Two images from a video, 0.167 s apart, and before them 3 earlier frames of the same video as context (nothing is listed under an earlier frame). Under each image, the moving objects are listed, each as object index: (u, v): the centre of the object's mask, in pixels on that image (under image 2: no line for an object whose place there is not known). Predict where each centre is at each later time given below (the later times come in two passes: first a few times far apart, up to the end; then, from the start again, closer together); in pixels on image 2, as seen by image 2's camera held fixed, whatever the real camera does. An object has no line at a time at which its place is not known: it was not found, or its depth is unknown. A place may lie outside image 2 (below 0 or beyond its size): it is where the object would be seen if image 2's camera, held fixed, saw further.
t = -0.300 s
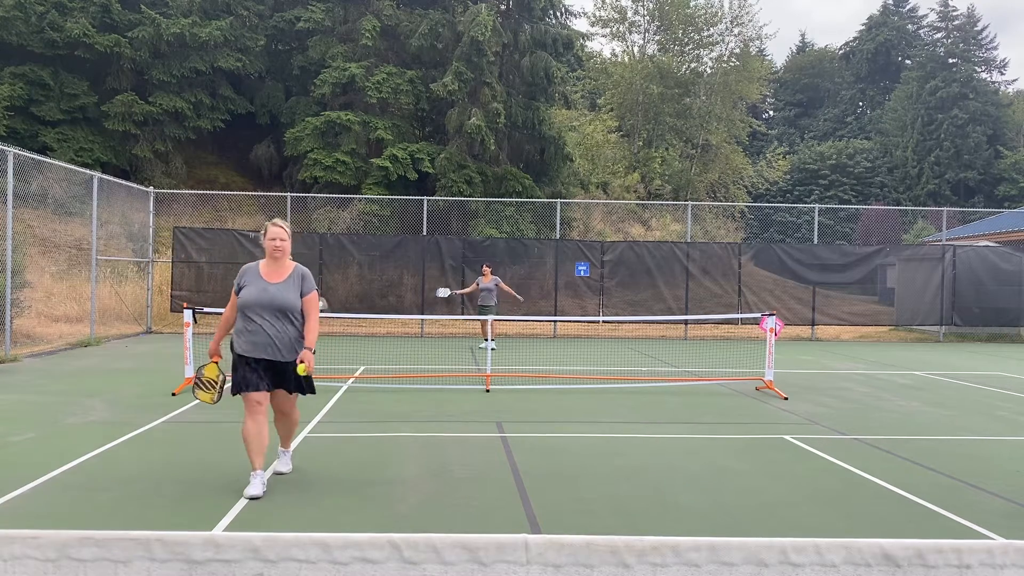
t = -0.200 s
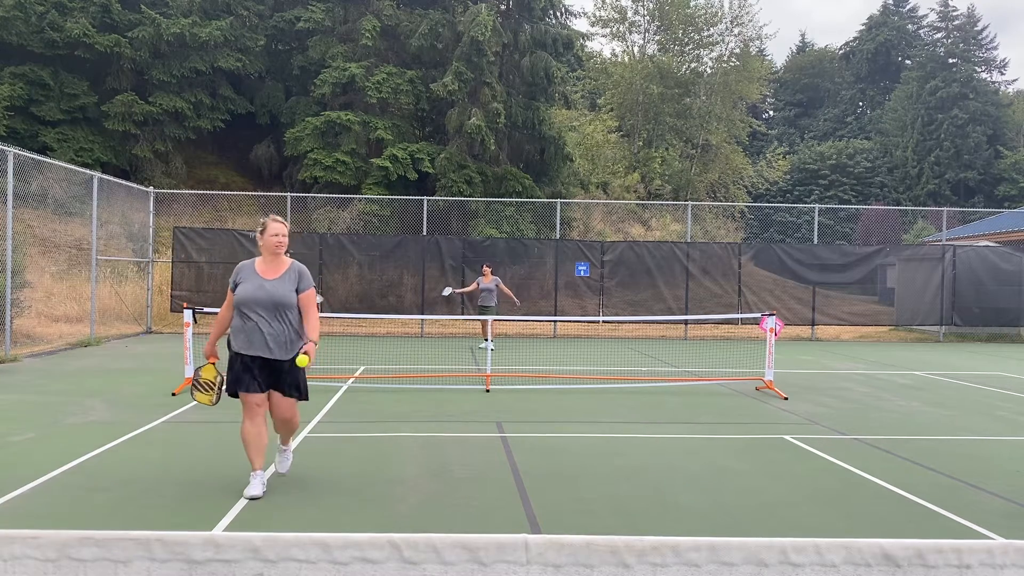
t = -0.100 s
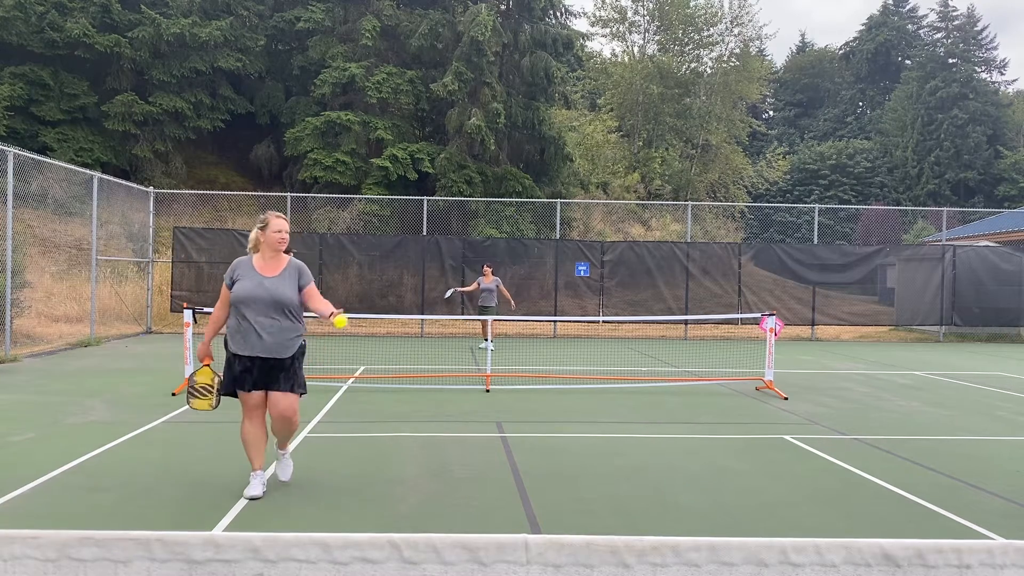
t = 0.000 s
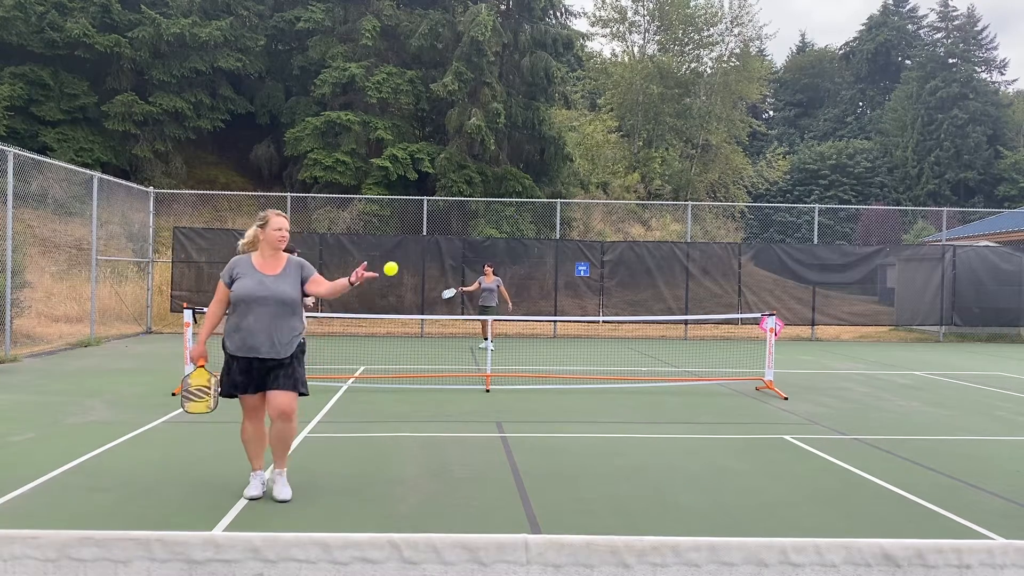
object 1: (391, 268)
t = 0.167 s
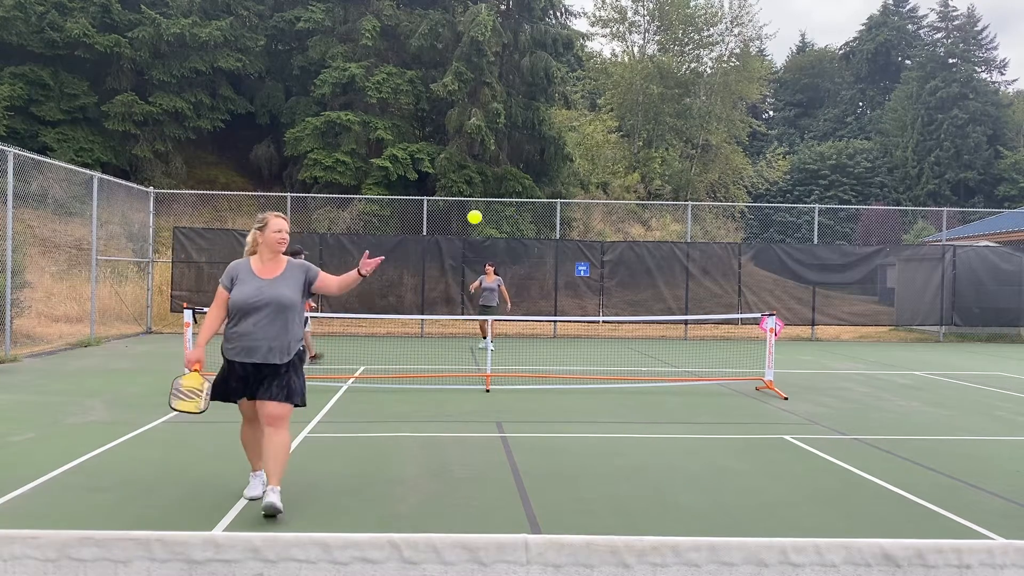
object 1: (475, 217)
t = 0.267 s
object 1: (525, 209)
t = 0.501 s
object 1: (646, 265)
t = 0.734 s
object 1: (768, 431)
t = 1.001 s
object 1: (877, 470)
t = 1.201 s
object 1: (945, 425)
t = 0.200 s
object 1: (491, 212)
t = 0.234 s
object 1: (508, 210)
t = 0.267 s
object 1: (525, 209)
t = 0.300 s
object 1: (542, 211)
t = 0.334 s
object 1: (560, 214)
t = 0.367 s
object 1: (577, 220)
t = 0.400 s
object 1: (594, 228)
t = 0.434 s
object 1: (611, 238)
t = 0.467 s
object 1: (628, 250)
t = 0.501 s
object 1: (646, 265)
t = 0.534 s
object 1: (663, 281)
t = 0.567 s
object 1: (681, 300)
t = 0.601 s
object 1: (698, 322)
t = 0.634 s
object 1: (716, 346)
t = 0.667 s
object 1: (733, 372)
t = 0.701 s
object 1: (750, 400)
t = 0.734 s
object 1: (768, 431)
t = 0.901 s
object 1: (843, 524)
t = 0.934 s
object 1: (854, 504)
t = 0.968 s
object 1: (866, 486)
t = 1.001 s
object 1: (877, 470)
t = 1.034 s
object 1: (889, 457)
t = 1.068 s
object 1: (900, 446)
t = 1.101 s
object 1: (912, 437)
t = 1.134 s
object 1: (923, 430)
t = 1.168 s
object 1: (934, 426)
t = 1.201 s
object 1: (945, 425)
